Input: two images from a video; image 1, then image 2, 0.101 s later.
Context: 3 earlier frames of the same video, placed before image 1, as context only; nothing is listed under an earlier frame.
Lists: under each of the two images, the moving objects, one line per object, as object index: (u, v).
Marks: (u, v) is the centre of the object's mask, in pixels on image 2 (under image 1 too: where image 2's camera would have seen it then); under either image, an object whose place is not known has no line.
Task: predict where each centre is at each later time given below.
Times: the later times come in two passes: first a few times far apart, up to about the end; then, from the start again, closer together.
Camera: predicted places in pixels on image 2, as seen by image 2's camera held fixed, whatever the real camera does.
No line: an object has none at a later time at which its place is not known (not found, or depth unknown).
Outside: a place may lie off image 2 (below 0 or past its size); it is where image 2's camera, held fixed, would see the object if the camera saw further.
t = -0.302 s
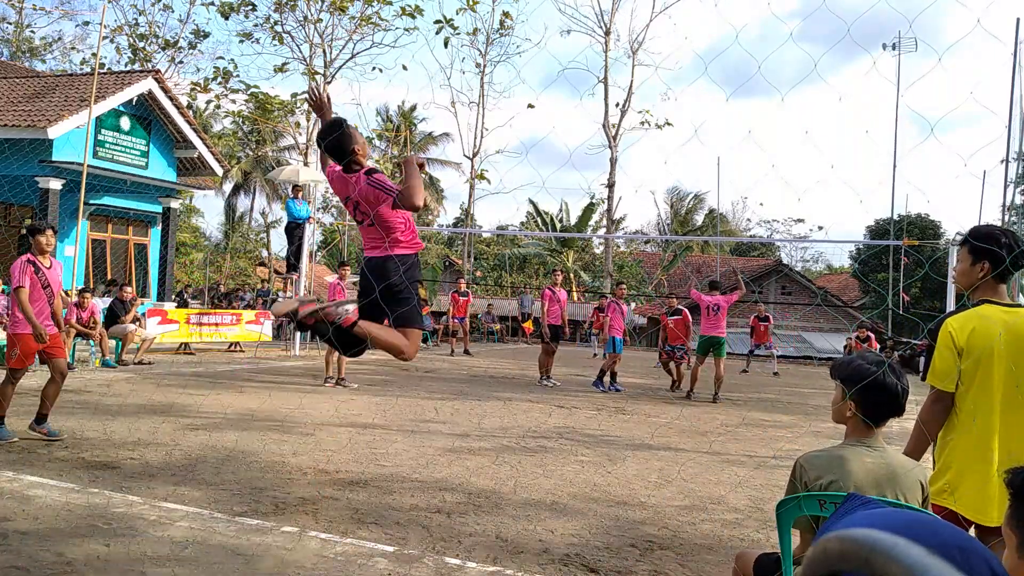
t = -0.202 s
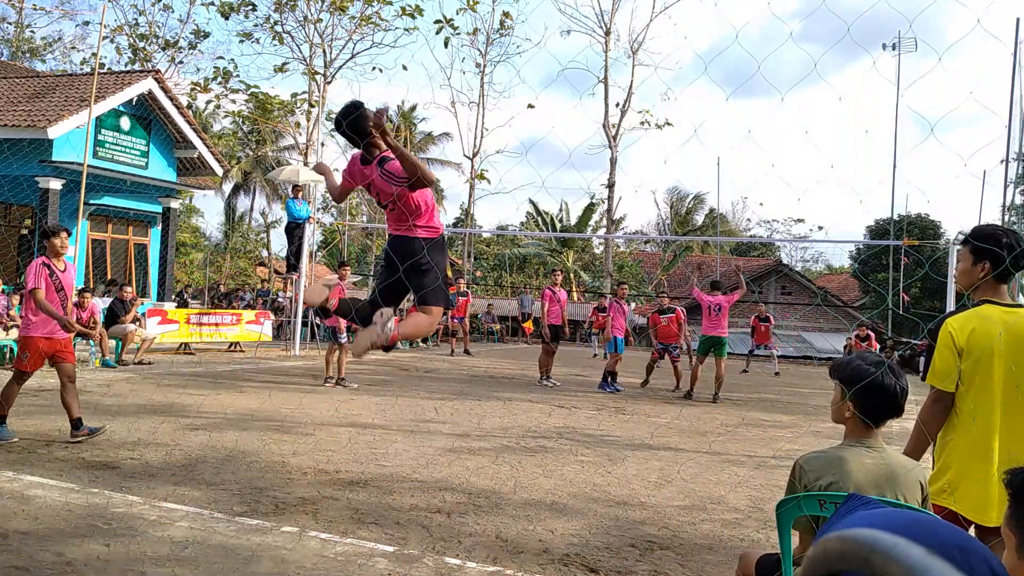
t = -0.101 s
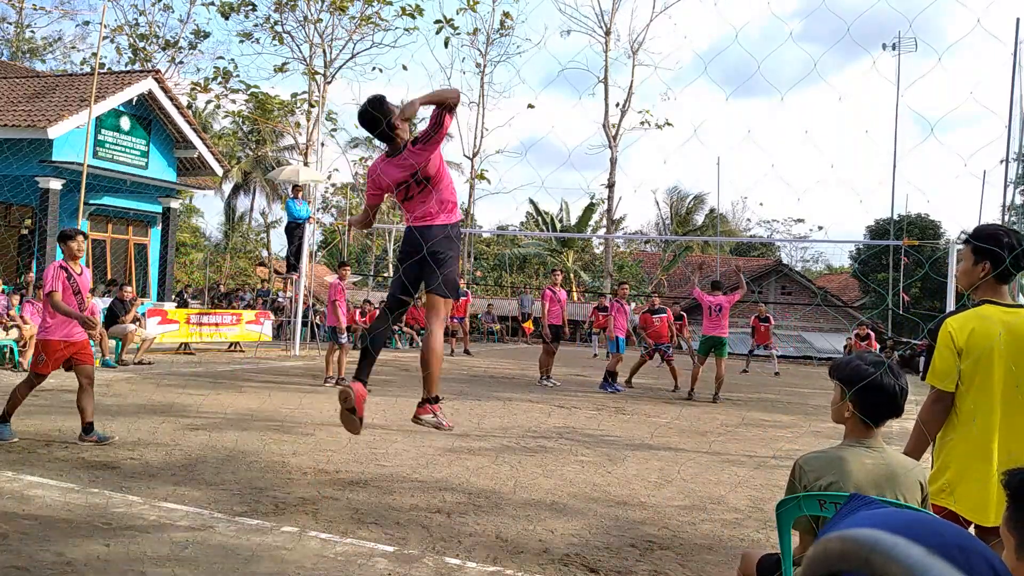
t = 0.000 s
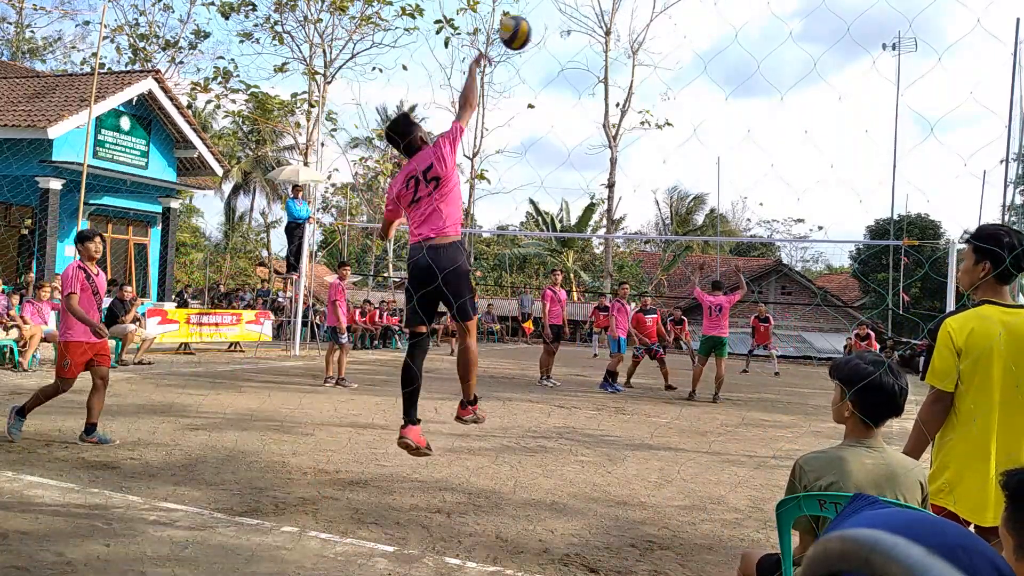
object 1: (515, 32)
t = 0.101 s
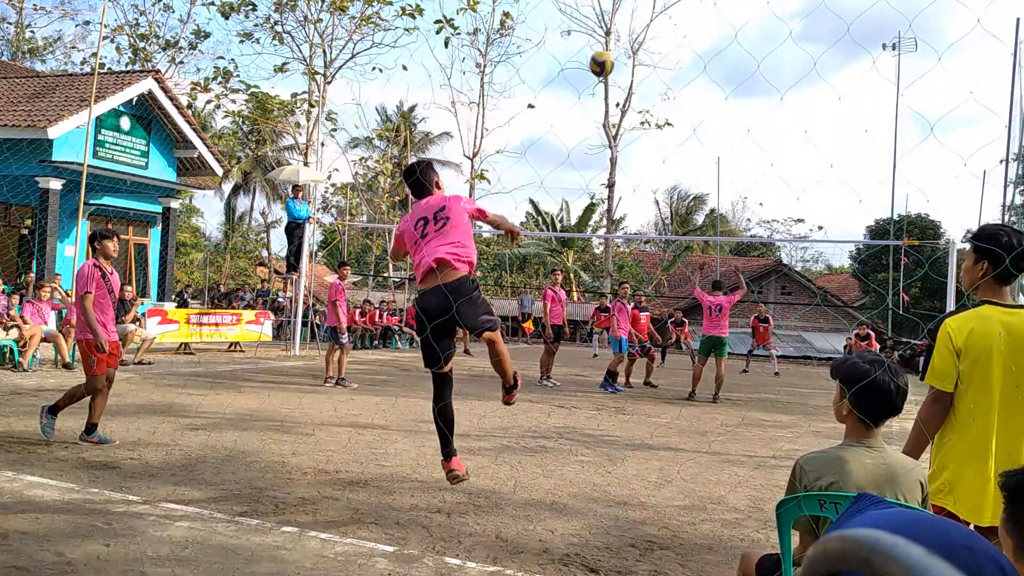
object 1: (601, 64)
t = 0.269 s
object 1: (674, 120)
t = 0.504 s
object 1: (721, 201)
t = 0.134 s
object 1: (621, 75)
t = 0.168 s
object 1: (638, 86)
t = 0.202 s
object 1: (652, 98)
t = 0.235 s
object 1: (664, 108)
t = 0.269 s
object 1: (674, 120)
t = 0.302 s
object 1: (684, 132)
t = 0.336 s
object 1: (692, 143)
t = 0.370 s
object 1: (700, 154)
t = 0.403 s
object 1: (706, 166)
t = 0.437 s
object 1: (711, 177)
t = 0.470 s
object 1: (716, 189)
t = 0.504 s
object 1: (721, 201)
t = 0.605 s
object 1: (734, 233)
